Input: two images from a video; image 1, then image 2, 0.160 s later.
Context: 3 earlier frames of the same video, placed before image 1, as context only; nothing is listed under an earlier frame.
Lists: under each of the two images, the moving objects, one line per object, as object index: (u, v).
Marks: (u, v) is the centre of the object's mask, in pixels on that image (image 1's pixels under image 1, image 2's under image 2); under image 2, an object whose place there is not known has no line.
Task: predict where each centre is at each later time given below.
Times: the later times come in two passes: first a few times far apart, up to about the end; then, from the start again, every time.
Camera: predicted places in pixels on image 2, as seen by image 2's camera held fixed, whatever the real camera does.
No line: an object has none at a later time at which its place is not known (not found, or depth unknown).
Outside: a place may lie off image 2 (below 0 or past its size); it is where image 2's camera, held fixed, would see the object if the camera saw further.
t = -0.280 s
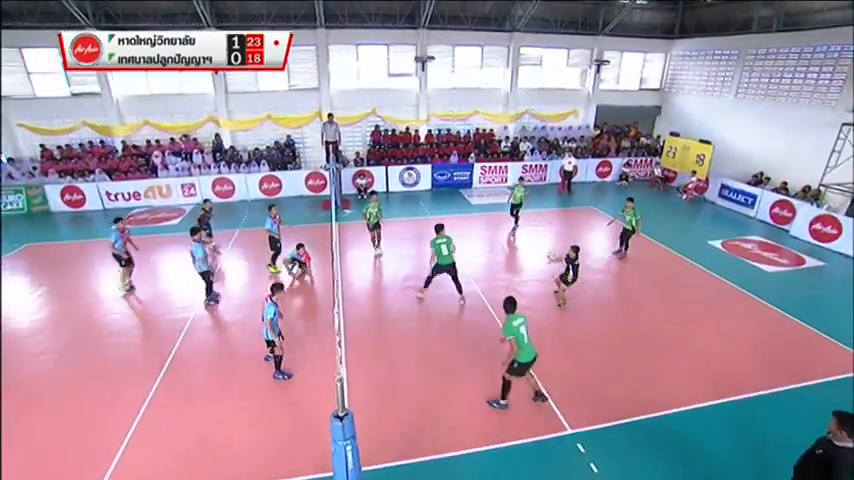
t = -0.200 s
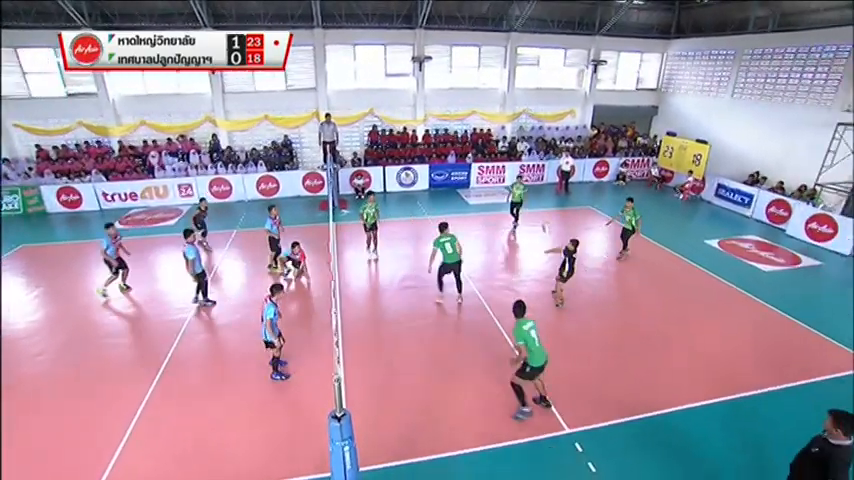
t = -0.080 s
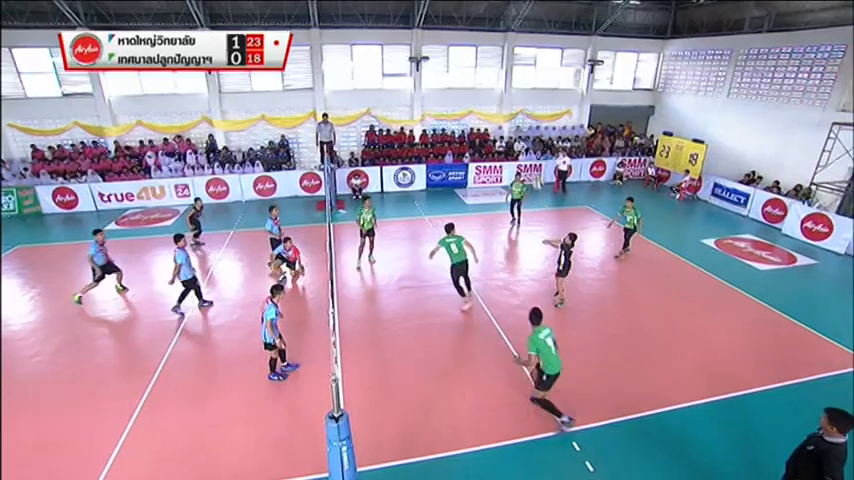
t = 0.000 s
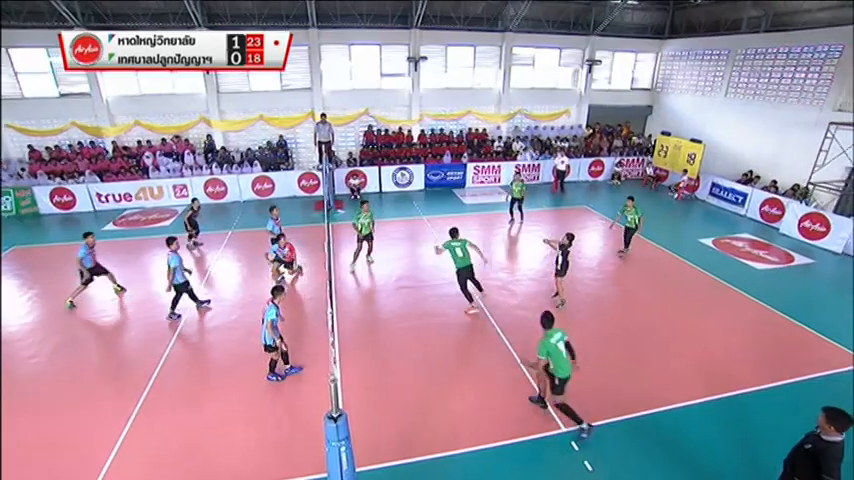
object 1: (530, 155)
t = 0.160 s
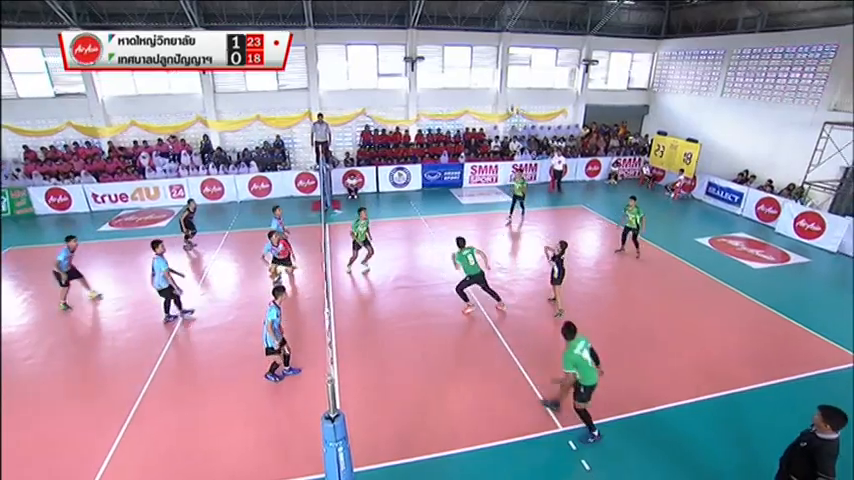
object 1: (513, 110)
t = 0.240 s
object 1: (504, 92)
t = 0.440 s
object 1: (485, 65)
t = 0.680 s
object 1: (460, 61)
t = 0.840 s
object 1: (443, 76)
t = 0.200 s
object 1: (507, 101)
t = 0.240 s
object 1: (504, 92)
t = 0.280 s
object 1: (500, 86)
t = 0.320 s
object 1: (497, 79)
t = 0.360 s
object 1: (493, 73)
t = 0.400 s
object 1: (489, 69)
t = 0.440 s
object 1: (485, 65)
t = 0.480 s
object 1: (481, 62)
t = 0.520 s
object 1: (477, 60)
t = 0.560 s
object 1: (472, 59)
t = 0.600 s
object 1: (468, 59)
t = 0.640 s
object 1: (464, 59)
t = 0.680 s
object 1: (460, 61)
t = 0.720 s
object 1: (455, 63)
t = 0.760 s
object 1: (451, 67)
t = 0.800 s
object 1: (447, 71)
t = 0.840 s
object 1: (443, 76)
